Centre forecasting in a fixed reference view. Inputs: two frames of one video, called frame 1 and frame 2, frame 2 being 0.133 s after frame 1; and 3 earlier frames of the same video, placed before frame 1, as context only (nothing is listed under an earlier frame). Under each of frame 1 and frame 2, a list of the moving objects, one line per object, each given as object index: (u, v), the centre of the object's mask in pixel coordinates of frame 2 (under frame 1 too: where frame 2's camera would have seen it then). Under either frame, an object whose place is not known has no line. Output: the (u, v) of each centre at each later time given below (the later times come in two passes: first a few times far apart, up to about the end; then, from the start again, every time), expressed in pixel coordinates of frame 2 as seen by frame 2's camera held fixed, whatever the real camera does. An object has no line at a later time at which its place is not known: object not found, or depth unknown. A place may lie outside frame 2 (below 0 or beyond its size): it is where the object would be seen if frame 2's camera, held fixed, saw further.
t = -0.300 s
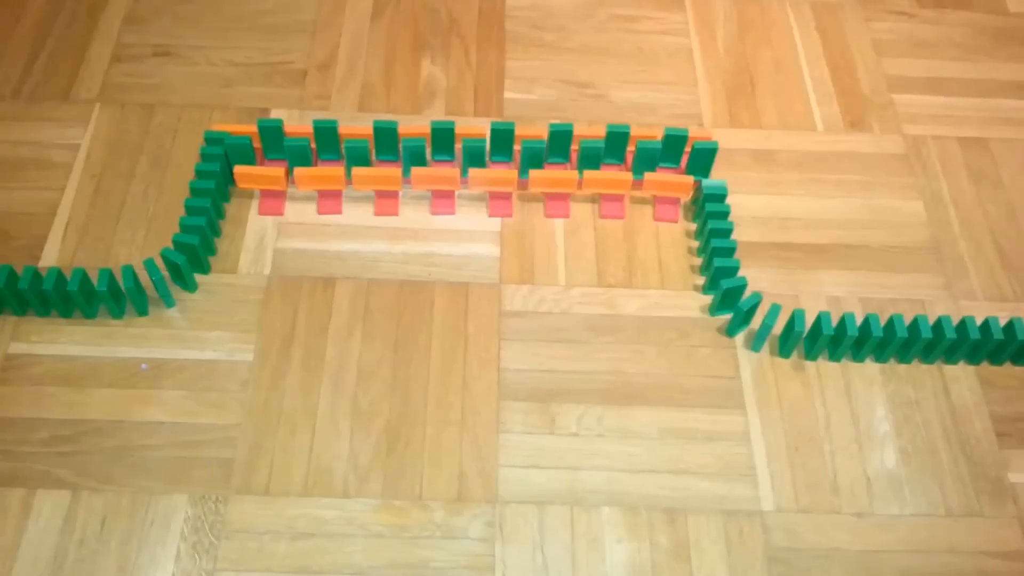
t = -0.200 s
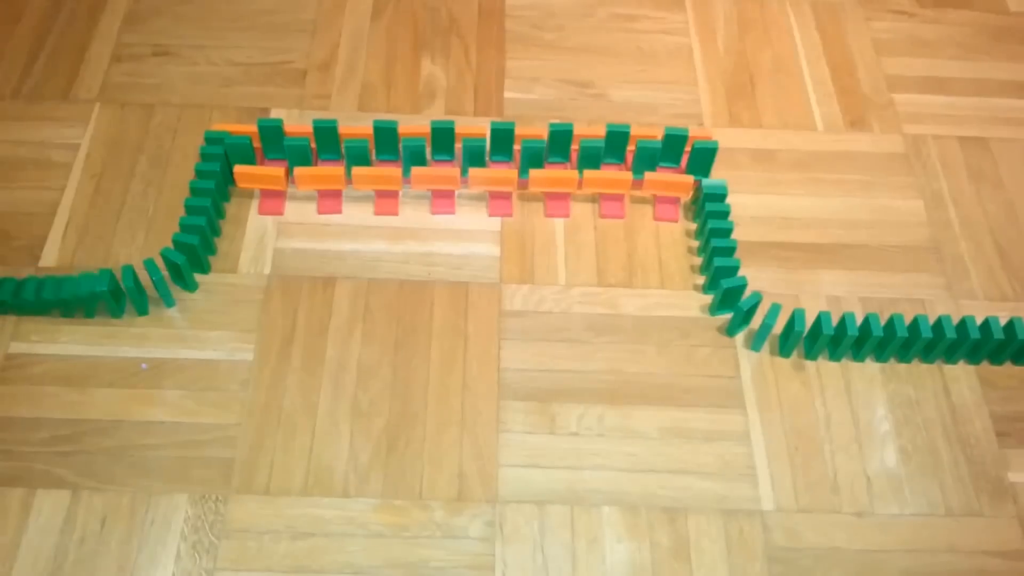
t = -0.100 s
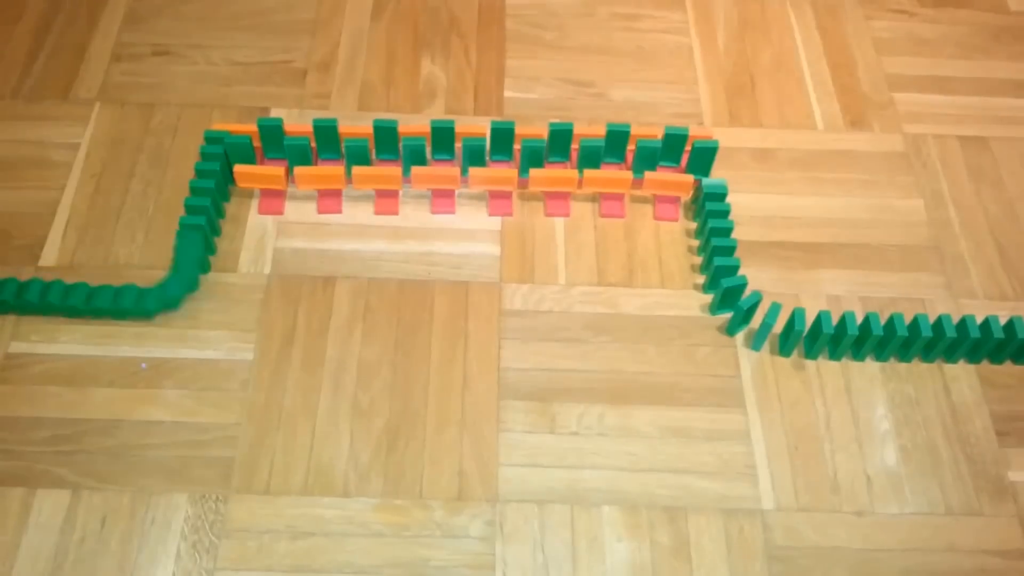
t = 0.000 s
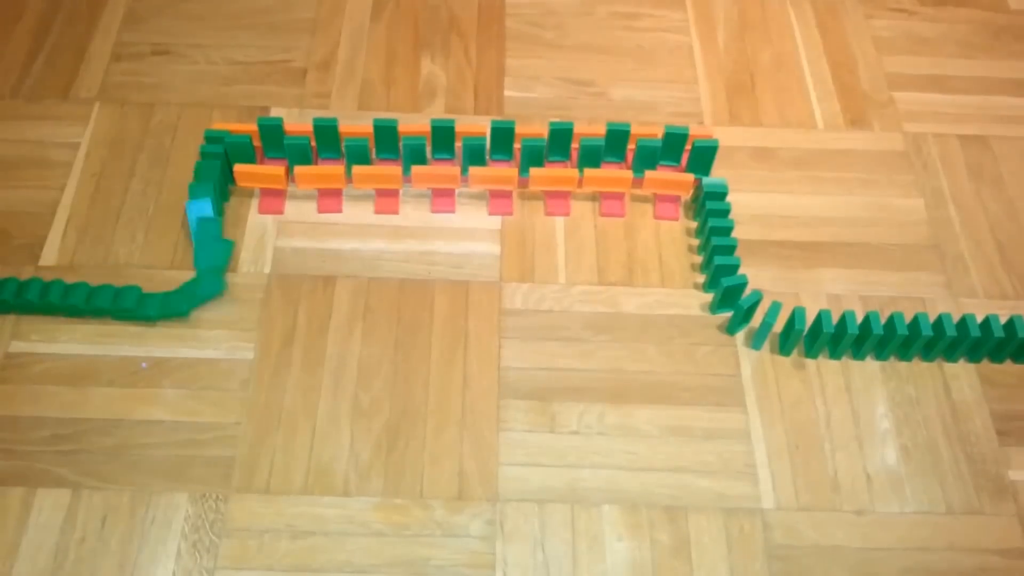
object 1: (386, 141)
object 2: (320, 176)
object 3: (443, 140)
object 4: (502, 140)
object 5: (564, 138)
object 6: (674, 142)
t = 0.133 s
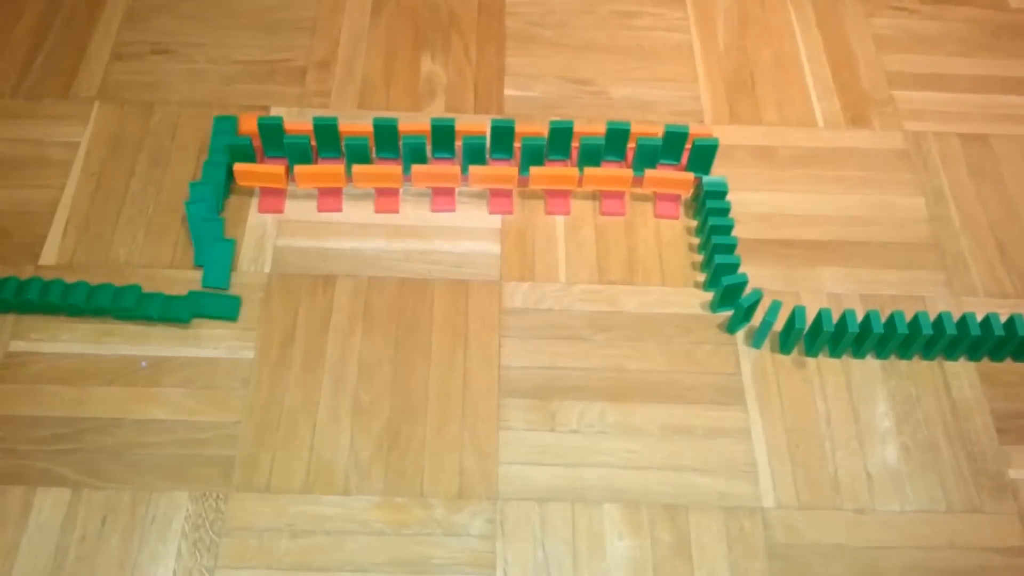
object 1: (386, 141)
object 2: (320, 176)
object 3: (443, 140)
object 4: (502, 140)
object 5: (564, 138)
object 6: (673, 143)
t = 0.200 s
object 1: (386, 141)
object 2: (320, 176)
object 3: (443, 140)
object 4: (502, 140)
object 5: (564, 138)
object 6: (674, 143)
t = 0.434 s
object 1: (387, 140)
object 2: (320, 176)
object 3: (443, 140)
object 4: (502, 140)
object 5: (564, 138)
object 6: (674, 143)
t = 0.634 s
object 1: (386, 140)
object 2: (320, 178)
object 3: (443, 140)
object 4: (502, 140)
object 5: (564, 138)
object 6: (674, 143)
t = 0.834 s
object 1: (387, 140)
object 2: (331, 229)
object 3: (443, 140)
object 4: (502, 140)
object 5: (562, 139)
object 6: (674, 143)
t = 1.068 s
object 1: (387, 140)
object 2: (332, 233)
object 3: (443, 140)
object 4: (502, 140)
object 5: (562, 139)
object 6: (674, 142)
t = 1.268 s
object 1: (387, 137)
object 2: (331, 236)
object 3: (443, 140)
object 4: (502, 140)
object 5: (562, 139)
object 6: (674, 143)
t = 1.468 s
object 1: (377, 128)
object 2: (331, 236)
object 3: (443, 140)
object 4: (502, 139)
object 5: (562, 138)
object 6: (674, 143)
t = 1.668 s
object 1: (379, 130)
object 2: (330, 237)
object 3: (444, 149)
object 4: (502, 139)
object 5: (562, 138)
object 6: (674, 142)
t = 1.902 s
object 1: (379, 130)
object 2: (330, 237)
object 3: (437, 122)
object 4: (503, 139)
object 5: (562, 139)
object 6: (674, 142)
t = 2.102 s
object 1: (379, 130)
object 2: (330, 237)
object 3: (438, 123)
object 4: (500, 135)
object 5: (562, 139)
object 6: (674, 142)
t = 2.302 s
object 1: (379, 129)
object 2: (330, 237)
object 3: (437, 122)
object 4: (486, 136)
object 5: (560, 139)
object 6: (674, 142)
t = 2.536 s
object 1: (379, 129)
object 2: (330, 237)
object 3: (436, 122)
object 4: (489, 140)
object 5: (559, 137)
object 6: (674, 142)
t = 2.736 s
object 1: (379, 129)
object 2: (330, 237)
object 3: (436, 122)
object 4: (488, 140)
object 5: (538, 117)
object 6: (674, 142)
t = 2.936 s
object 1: (379, 129)
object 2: (330, 237)
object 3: (436, 122)
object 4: (489, 139)
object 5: (546, 114)
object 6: (674, 142)
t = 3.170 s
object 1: (379, 129)
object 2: (330, 237)
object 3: (436, 122)
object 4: (489, 139)
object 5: (545, 114)
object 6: (674, 142)
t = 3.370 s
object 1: (379, 130)
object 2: (330, 237)
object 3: (436, 122)
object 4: (489, 139)
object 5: (545, 114)
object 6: (667, 139)
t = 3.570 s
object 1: (379, 129)
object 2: (330, 237)
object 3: (436, 122)
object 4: (489, 139)
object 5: (545, 114)
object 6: (653, 133)
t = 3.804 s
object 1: (379, 130)
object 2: (330, 237)
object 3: (436, 122)
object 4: (489, 139)
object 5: (545, 114)
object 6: (654, 133)
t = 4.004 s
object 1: (379, 130)
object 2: (330, 237)
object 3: (436, 122)
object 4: (489, 139)
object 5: (545, 114)
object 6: (654, 133)
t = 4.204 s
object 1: (379, 130)
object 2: (330, 237)
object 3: (436, 122)
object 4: (489, 140)
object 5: (545, 114)
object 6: (654, 133)
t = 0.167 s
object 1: (386, 141)
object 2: (320, 176)
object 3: (443, 140)
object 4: (502, 140)
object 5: (564, 138)
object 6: (673, 143)
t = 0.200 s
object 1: (386, 141)
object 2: (320, 176)
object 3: (443, 140)
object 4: (502, 140)
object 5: (564, 138)
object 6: (674, 143)
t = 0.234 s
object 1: (386, 141)
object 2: (320, 176)
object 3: (443, 140)
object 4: (502, 140)
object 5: (564, 138)
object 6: (674, 143)
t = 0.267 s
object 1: (386, 141)
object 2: (320, 176)
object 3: (443, 140)
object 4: (502, 140)
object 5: (564, 138)
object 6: (673, 143)
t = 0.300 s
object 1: (386, 141)
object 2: (320, 176)
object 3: (443, 140)
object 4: (502, 140)
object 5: (564, 138)
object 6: (674, 143)
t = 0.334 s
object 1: (386, 140)
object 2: (320, 176)
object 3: (443, 140)
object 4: (502, 140)
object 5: (564, 138)
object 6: (674, 143)
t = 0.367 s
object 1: (386, 140)
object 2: (320, 176)
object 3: (443, 140)
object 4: (502, 140)
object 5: (564, 138)
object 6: (674, 143)
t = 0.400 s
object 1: (386, 140)
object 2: (320, 176)
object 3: (443, 140)
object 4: (502, 140)
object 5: (564, 138)
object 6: (674, 143)
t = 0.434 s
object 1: (387, 140)
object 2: (320, 176)
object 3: (443, 140)
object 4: (502, 140)
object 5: (564, 138)
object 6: (674, 143)
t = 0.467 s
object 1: (386, 140)
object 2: (320, 176)
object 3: (443, 140)
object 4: (502, 140)
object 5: (564, 138)
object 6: (674, 143)
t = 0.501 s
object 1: (387, 140)
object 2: (320, 176)
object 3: (443, 140)
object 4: (502, 140)
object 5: (564, 138)
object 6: (674, 143)
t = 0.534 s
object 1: (387, 140)
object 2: (320, 176)
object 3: (443, 140)
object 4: (502, 140)
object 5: (564, 138)
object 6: (674, 143)
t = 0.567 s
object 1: (387, 140)
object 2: (320, 176)
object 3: (443, 140)
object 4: (502, 140)
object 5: (564, 138)
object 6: (674, 143)
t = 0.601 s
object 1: (386, 140)
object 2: (320, 176)
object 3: (443, 140)
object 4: (502, 140)
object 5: (564, 138)
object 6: (674, 143)
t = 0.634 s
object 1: (386, 140)
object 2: (320, 178)
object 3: (443, 140)
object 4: (502, 140)
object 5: (564, 138)
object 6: (674, 143)
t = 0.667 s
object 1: (387, 140)
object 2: (322, 182)
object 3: (443, 140)
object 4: (502, 140)
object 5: (562, 139)
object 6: (674, 143)
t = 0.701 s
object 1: (387, 140)
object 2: (329, 196)
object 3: (443, 140)
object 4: (502, 140)
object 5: (562, 139)
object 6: (674, 143)
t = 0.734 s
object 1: (386, 140)
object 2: (327, 210)
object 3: (443, 140)
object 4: (502, 140)
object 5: (562, 139)
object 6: (674, 143)
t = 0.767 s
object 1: (387, 140)
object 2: (325, 218)
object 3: (443, 140)
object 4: (502, 140)
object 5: (562, 139)
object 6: (674, 143)
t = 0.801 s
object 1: (387, 140)
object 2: (329, 226)
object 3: (443, 140)
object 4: (502, 140)
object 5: (562, 139)
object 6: (674, 143)
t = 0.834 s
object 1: (387, 140)
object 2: (331, 229)
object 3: (443, 140)
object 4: (502, 140)
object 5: (562, 139)
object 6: (674, 143)
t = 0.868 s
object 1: (386, 140)
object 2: (332, 233)
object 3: (443, 140)
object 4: (502, 140)
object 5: (562, 139)
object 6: (674, 143)
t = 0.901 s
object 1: (386, 140)
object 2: (332, 233)
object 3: (443, 140)
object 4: (502, 140)
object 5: (562, 139)
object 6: (674, 143)
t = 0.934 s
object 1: (386, 140)
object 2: (332, 233)
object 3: (443, 140)
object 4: (502, 139)
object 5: (562, 139)
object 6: (674, 143)
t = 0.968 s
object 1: (387, 140)
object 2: (332, 232)
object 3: (443, 140)
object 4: (502, 139)
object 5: (562, 139)
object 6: (674, 143)
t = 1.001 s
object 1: (387, 140)
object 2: (332, 232)
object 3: (443, 140)
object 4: (502, 139)
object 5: (562, 139)
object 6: (674, 143)
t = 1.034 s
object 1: (387, 141)
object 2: (332, 233)
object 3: (443, 140)
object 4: (502, 140)
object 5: (562, 139)
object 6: (674, 143)
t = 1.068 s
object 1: (387, 140)
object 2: (332, 233)
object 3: (443, 140)
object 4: (502, 140)
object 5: (562, 139)
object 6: (674, 142)
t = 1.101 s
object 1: (386, 140)
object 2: (332, 233)
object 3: (443, 140)
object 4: (502, 139)
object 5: (562, 139)
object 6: (674, 143)
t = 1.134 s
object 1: (387, 140)
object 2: (332, 233)
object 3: (443, 140)
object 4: (502, 139)
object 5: (562, 139)
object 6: (674, 143)
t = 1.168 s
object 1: (387, 138)
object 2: (332, 233)
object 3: (443, 140)
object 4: (502, 139)
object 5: (562, 139)
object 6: (674, 143)
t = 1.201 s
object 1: (387, 138)
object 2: (332, 233)
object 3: (443, 140)
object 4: (502, 140)
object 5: (562, 139)
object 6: (674, 142)
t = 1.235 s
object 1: (387, 137)
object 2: (331, 235)
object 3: (443, 140)
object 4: (502, 140)
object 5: (562, 139)
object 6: (674, 142)
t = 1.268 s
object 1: (387, 137)
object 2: (331, 236)
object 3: (443, 140)
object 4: (502, 140)
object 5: (562, 139)
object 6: (674, 143)
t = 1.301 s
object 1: (386, 134)
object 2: (331, 236)
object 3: (443, 140)
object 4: (502, 140)
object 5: (562, 139)
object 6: (674, 142)
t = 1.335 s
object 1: (387, 132)
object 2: (331, 235)
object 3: (443, 140)
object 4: (502, 140)
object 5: (562, 139)
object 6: (674, 143)
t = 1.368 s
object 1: (387, 129)
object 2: (331, 235)
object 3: (443, 140)
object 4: (503, 140)
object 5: (562, 139)
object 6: (674, 142)
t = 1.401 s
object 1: (383, 130)
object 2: (331, 235)
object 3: (443, 140)
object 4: (502, 139)
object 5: (562, 139)
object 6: (674, 142)
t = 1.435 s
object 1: (379, 129)
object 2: (331, 236)
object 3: (443, 140)
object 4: (502, 139)
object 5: (562, 139)
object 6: (674, 143)
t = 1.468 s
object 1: (377, 128)
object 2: (331, 236)
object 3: (443, 140)
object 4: (502, 139)
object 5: (562, 138)
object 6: (674, 143)
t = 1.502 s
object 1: (377, 129)
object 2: (331, 236)
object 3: (443, 141)
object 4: (502, 139)
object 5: (562, 138)
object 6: (674, 142)
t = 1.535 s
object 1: (378, 129)
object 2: (331, 236)
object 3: (443, 142)
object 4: (502, 139)
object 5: (562, 138)
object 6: (674, 142)
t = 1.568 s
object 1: (378, 130)
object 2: (331, 236)
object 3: (443, 145)
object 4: (503, 139)
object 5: (562, 138)
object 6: (674, 142)
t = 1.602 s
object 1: (379, 129)
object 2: (331, 236)
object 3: (444, 146)
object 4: (503, 139)
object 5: (562, 138)
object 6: (674, 142)
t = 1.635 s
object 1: (379, 130)
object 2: (330, 237)
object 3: (444, 148)
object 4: (503, 139)
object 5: (562, 138)
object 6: (674, 142)
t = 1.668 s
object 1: (379, 130)
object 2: (330, 237)
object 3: (444, 149)
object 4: (502, 139)
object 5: (562, 138)
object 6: (674, 142)
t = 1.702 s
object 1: (379, 130)
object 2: (330, 237)
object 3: (444, 145)
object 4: (502, 139)
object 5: (562, 138)
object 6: (674, 142)
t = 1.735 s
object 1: (379, 130)
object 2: (330, 237)
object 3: (443, 139)
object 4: (502, 139)
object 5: (562, 138)
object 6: (674, 142)
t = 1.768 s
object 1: (379, 130)
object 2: (330, 237)
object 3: (443, 137)
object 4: (502, 139)
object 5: (562, 139)
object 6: (674, 142)
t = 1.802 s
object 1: (379, 130)
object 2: (330, 237)
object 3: (441, 125)
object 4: (502, 139)
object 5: (562, 139)
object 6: (674, 142)
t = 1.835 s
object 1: (379, 130)
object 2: (330, 237)
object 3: (439, 122)
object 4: (502, 139)
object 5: (562, 139)
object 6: (674, 142)
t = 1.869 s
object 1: (379, 130)
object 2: (330, 237)
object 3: (438, 116)
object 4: (503, 139)
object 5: (562, 139)
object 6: (674, 142)
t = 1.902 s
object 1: (379, 130)
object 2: (330, 237)
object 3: (437, 122)
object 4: (503, 139)
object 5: (562, 139)
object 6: (674, 142)
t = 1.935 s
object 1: (379, 130)
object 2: (330, 237)
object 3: (437, 121)
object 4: (503, 139)
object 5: (562, 139)
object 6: (674, 142)
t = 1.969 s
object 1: (379, 130)
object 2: (330, 237)
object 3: (438, 122)
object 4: (502, 138)
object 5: (562, 139)
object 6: (674, 142)
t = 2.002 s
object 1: (379, 130)
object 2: (330, 237)
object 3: (438, 123)
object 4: (503, 138)
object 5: (562, 139)
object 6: (674, 142)
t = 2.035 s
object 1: (379, 130)
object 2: (330, 237)
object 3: (438, 123)
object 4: (503, 139)
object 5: (562, 139)
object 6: (674, 142)
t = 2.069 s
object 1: (379, 130)
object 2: (330, 237)
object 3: (438, 123)
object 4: (502, 137)
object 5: (562, 139)
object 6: (674, 142)
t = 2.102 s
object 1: (379, 130)
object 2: (330, 237)
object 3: (438, 123)
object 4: (500, 135)
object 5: (562, 139)
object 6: (674, 142)
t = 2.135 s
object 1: (379, 130)
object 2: (330, 237)
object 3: (438, 124)
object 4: (497, 132)
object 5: (562, 139)
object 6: (674, 142)
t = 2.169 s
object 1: (379, 130)
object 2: (330, 237)
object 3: (438, 123)
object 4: (492, 129)
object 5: (562, 139)
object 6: (674, 142)
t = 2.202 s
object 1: (379, 130)
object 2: (330, 237)
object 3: (438, 122)
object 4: (488, 127)
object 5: (562, 139)
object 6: (674, 142)
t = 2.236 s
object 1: (379, 130)
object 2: (330, 237)
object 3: (437, 122)
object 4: (486, 129)
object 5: (562, 139)
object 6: (674, 142)
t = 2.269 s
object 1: (379, 129)
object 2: (330, 237)
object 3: (437, 122)
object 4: (485, 133)
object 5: (562, 139)
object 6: (674, 142)
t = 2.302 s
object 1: (379, 129)
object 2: (330, 237)
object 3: (437, 122)
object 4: (486, 136)
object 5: (560, 139)
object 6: (674, 142)
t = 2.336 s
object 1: (379, 129)
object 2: (330, 237)
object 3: (436, 122)
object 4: (487, 138)
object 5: (560, 139)
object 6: (674, 142)
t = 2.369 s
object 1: (379, 130)
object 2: (330, 237)
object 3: (436, 122)
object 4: (488, 139)
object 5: (560, 139)
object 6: (674, 142)
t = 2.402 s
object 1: (379, 129)
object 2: (330, 237)
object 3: (436, 122)
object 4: (489, 139)
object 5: (560, 139)
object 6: (674, 142)
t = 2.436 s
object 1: (379, 130)
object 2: (330, 237)
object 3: (437, 122)
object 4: (489, 139)
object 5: (560, 139)
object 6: (674, 142)
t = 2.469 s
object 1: (379, 130)
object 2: (330, 237)
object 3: (437, 122)
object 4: (489, 140)
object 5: (559, 139)
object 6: (674, 142)
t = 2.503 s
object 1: (379, 130)
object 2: (330, 237)
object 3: (436, 122)
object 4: (489, 140)
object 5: (560, 139)
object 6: (674, 142)
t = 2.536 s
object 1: (379, 129)
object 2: (330, 237)
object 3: (436, 122)
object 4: (489, 140)
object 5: (559, 137)
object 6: (674, 142)
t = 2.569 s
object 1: (379, 130)
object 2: (330, 237)
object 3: (436, 122)
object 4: (489, 139)
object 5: (557, 135)
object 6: (674, 142)
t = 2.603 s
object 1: (379, 130)
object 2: (330, 237)
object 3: (436, 122)
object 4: (489, 139)
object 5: (557, 130)
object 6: (674, 142)
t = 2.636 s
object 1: (379, 129)
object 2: (330, 237)
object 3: (436, 122)
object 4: (489, 139)
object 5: (549, 129)
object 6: (674, 142)
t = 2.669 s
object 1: (379, 129)
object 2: (330, 237)
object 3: (436, 122)
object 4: (489, 140)
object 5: (545, 124)
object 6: (674, 142)
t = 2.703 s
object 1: (379, 129)
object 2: (330, 237)
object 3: (436, 122)
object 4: (489, 139)
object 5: (541, 121)
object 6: (674, 142)
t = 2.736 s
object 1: (379, 129)
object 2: (330, 237)
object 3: (436, 122)
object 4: (488, 140)
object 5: (538, 117)
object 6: (674, 142)
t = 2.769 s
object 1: (379, 129)
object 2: (330, 237)
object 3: (436, 122)
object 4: (489, 139)
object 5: (537, 115)
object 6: (674, 142)
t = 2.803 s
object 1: (379, 129)
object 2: (330, 237)
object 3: (436, 122)
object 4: (489, 139)
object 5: (537, 114)
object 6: (674, 142)
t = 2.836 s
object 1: (379, 129)
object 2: (330, 237)
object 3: (436, 122)
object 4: (489, 139)
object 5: (538, 114)
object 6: (674, 142)
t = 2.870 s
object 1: (379, 129)
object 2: (330, 237)
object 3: (436, 122)
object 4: (489, 140)
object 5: (539, 114)
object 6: (674, 142)
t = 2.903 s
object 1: (379, 129)
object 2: (330, 237)
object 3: (436, 122)
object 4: (488, 140)
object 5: (543, 114)
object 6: (674, 142)
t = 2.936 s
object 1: (379, 129)
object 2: (330, 237)
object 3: (436, 122)
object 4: (489, 139)
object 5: (546, 114)
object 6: (674, 142)
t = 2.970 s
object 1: (379, 129)
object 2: (330, 237)
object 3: (436, 122)
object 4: (489, 139)
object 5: (545, 114)
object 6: (674, 142)
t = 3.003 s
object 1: (379, 129)
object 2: (330, 237)
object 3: (436, 122)
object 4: (489, 139)
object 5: (545, 114)
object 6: (674, 142)
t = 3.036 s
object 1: (379, 129)
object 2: (330, 237)
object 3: (436, 122)
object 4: (489, 139)
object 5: (545, 114)
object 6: (674, 142)
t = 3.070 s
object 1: (379, 129)
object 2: (330, 237)
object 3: (436, 122)
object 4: (489, 139)
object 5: (545, 114)
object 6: (674, 142)
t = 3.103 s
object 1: (379, 129)
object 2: (330, 237)
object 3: (436, 122)
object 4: (489, 139)
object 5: (545, 114)
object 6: (674, 142)
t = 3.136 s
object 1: (379, 129)
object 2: (330, 237)
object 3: (436, 122)
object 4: (489, 139)
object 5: (545, 114)
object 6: (674, 141)
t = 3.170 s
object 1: (379, 129)
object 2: (330, 237)
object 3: (436, 122)
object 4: (489, 139)
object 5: (545, 114)
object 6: (674, 142)
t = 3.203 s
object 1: (379, 130)
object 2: (330, 237)
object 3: (436, 122)
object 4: (489, 139)
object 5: (545, 114)
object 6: (673, 143)
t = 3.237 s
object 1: (379, 130)
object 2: (330, 237)
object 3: (436, 122)
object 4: (489, 139)
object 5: (545, 114)
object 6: (673, 143)
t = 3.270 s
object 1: (379, 130)
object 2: (330, 237)
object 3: (436, 122)
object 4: (489, 139)
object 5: (545, 114)
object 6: (673, 143)
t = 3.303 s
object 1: (379, 130)
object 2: (330, 237)
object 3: (436, 122)
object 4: (489, 139)
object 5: (545, 114)
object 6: (671, 143)
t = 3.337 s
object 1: (379, 130)
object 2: (330, 237)
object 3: (436, 122)
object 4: (489, 139)
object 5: (545, 114)
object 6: (669, 142)
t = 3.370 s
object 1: (379, 130)
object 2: (330, 237)
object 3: (436, 122)
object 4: (489, 139)
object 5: (545, 114)
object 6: (667, 139)
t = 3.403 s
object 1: (379, 129)
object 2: (330, 237)
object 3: (436, 122)
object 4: (489, 139)
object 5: (545, 114)
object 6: (663, 136)
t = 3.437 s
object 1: (379, 129)
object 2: (330, 237)
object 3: (436, 122)
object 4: (489, 139)
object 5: (545, 114)
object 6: (658, 133)
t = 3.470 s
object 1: (379, 129)
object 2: (330, 237)
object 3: (436, 122)
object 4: (489, 139)
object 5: (545, 114)
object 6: (655, 133)
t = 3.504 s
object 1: (379, 129)
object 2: (330, 237)
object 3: (436, 122)
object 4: (489, 139)
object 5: (545, 114)
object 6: (656, 133)
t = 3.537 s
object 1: (379, 129)
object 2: (330, 237)
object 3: (436, 122)
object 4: (489, 139)
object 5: (545, 114)
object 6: (654, 133)
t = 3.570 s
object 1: (379, 129)
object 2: (330, 237)
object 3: (436, 122)
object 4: (489, 139)
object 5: (545, 114)
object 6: (653, 133)
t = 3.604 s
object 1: (379, 130)
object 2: (330, 237)
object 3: (436, 122)
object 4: (489, 139)
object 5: (545, 114)
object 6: (654, 133)
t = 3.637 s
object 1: (379, 130)
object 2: (330, 237)
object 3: (436, 122)
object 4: (489, 139)
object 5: (545, 114)
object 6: (654, 133)
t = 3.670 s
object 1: (379, 130)
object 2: (330, 237)
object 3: (436, 122)
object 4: (489, 139)
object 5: (545, 114)
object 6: (654, 133)
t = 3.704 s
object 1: (379, 130)
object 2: (330, 237)
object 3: (436, 122)
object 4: (489, 139)
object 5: (545, 114)
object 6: (654, 133)
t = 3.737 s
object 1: (379, 130)
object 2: (330, 237)
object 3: (436, 122)
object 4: (489, 139)
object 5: (545, 114)
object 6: (654, 133)
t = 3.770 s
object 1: (379, 130)
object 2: (330, 237)
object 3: (436, 122)
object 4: (489, 139)
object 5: (545, 114)
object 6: (654, 133)
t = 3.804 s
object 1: (379, 130)
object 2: (330, 237)
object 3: (436, 122)
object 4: (489, 139)
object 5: (545, 114)
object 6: (654, 133)
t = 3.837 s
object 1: (379, 129)
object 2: (330, 237)
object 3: (436, 122)
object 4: (489, 139)
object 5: (545, 114)
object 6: (654, 133)
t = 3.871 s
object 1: (379, 130)
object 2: (330, 237)
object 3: (436, 122)
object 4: (489, 139)
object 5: (545, 114)
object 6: (654, 133)
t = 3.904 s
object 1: (379, 130)
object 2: (330, 237)
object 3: (436, 122)
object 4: (489, 139)
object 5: (545, 114)
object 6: (654, 133)
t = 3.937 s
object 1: (379, 130)
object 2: (330, 237)
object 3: (436, 122)
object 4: (489, 139)
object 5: (545, 114)
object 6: (654, 133)
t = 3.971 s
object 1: (379, 130)
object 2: (330, 237)
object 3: (436, 122)
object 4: (489, 139)
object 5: (545, 114)
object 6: (654, 133)
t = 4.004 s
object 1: (379, 130)
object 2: (330, 237)
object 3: (436, 122)
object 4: (489, 139)
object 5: (545, 114)
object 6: (654, 133)
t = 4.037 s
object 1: (379, 130)
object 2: (330, 237)
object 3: (436, 122)
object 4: (489, 139)
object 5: (545, 114)
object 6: (654, 133)
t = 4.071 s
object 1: (379, 130)
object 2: (330, 237)
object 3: (436, 122)
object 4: (489, 139)
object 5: (545, 114)
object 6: (654, 133)
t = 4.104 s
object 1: (379, 130)
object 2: (330, 237)
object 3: (436, 122)
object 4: (489, 139)
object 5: (545, 114)
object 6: (654, 133)
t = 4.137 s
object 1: (379, 129)
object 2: (330, 237)
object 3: (436, 122)
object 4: (489, 139)
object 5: (545, 114)
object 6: (654, 133)
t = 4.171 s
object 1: (379, 129)
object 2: (330, 237)
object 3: (436, 122)
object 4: (489, 140)
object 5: (545, 114)
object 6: (654, 133)
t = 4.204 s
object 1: (379, 130)
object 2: (330, 237)
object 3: (436, 122)
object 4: (489, 140)
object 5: (545, 114)
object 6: (654, 133)
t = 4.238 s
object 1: (379, 129)
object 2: (330, 237)
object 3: (436, 122)
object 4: (489, 140)
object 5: (545, 114)
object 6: (654, 133)
